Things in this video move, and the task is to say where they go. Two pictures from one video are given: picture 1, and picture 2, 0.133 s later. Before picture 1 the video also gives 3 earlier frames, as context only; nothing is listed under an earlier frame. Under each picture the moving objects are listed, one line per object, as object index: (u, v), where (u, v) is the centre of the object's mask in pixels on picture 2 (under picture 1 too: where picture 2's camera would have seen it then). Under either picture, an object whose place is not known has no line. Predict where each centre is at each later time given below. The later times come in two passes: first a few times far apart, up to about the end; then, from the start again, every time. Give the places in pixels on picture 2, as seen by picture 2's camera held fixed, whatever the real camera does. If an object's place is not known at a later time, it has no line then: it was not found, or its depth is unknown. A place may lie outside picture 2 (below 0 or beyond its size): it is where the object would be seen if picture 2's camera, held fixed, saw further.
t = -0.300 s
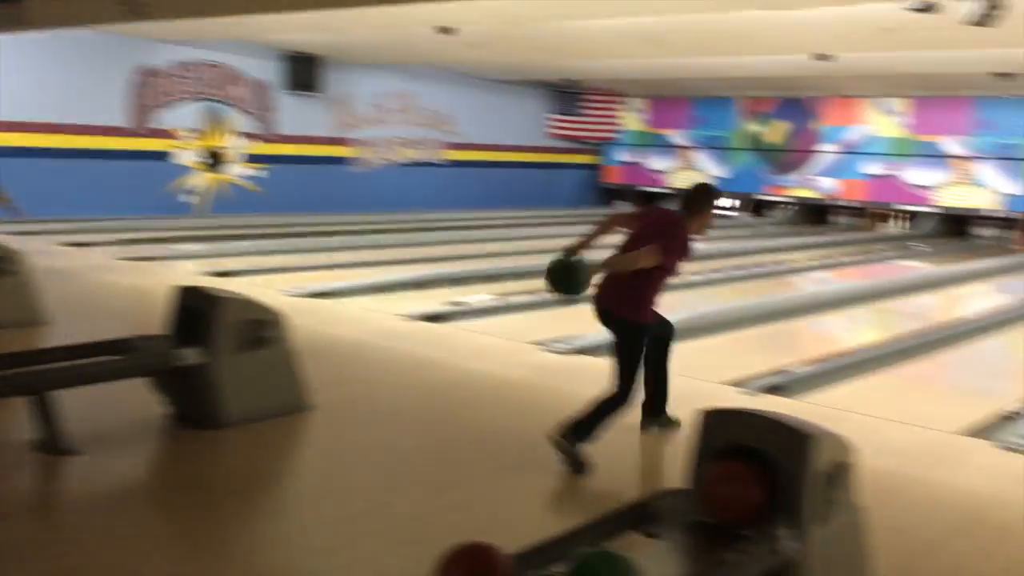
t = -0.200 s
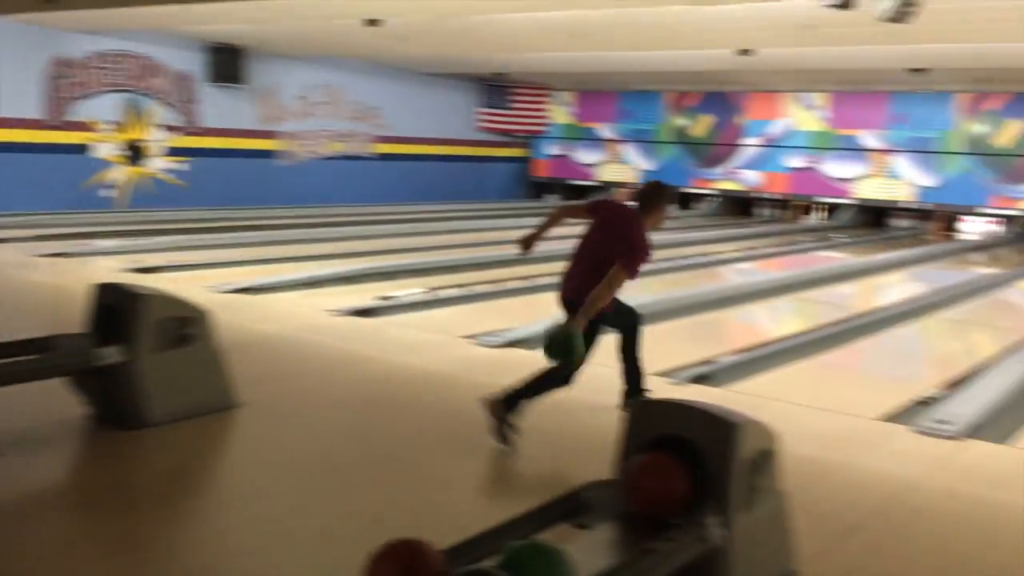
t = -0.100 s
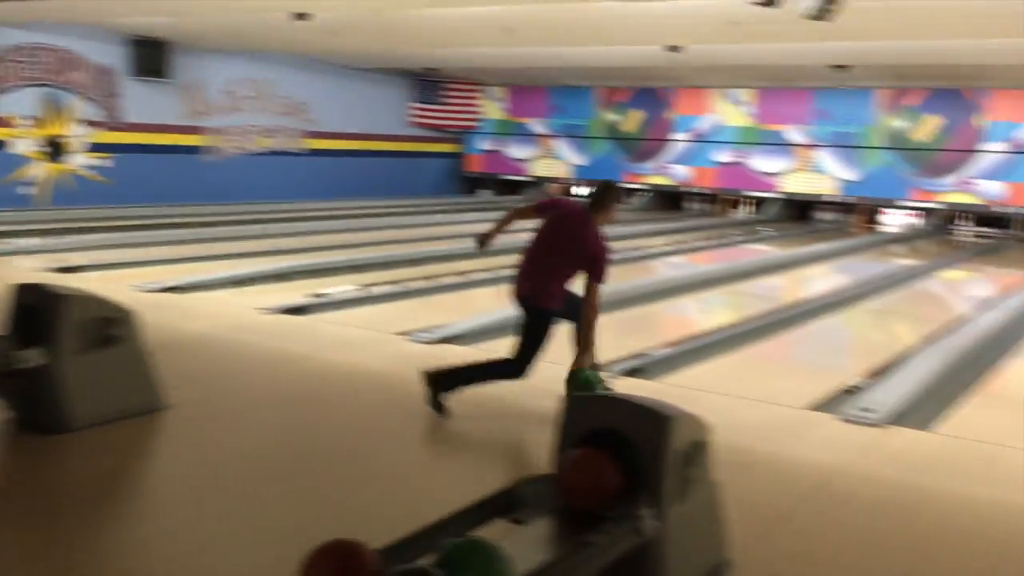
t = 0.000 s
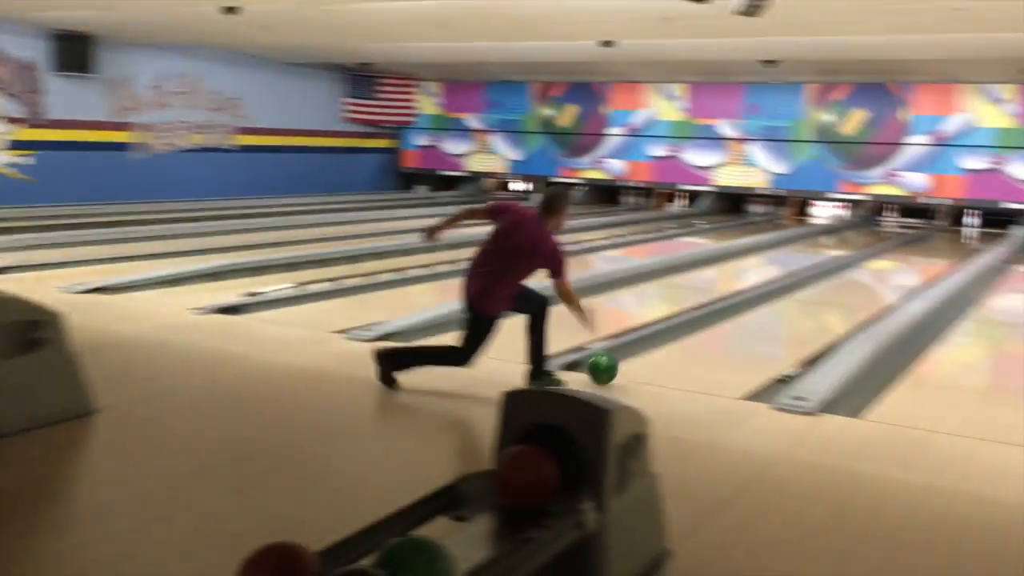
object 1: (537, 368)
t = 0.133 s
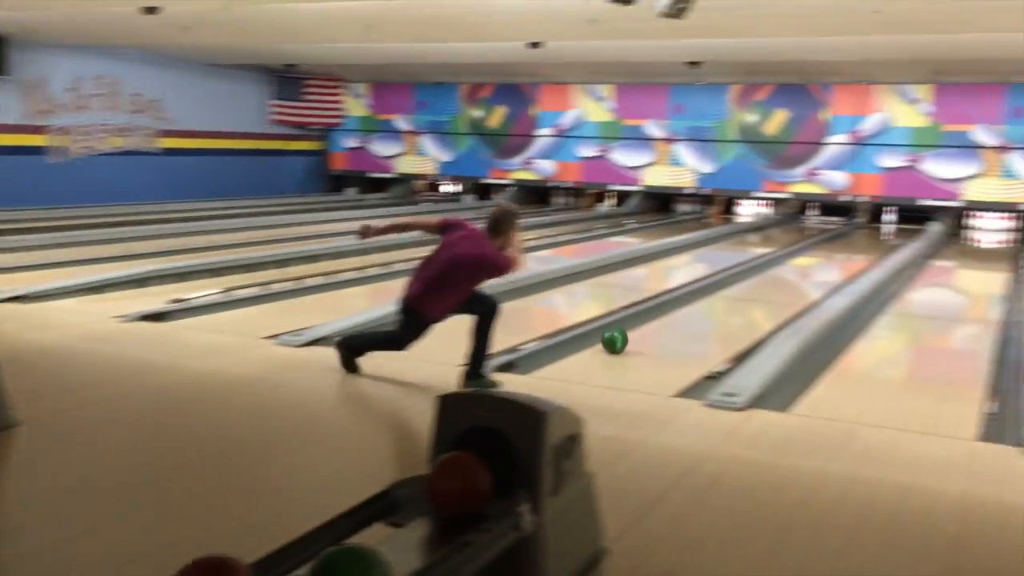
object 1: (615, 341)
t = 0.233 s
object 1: (660, 324)
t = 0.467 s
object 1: (737, 293)
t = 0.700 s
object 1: (790, 272)
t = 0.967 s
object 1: (833, 255)
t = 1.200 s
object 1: (862, 243)
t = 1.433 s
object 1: (884, 236)
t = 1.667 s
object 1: (899, 228)
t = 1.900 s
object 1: (915, 221)
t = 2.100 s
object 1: (922, 222)
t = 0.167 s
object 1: (630, 335)
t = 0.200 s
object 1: (645, 329)
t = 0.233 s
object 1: (660, 324)
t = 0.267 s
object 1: (673, 318)
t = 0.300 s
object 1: (685, 314)
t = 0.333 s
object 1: (697, 309)
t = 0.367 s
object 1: (707, 304)
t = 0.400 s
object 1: (718, 301)
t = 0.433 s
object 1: (728, 296)
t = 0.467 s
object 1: (737, 293)
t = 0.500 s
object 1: (746, 289)
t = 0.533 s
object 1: (754, 286)
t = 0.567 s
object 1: (762, 283)
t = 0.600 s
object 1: (770, 280)
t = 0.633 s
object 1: (776, 277)
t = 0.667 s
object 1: (783, 274)
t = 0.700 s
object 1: (790, 272)
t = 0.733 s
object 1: (796, 269)
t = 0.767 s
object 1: (802, 267)
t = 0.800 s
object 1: (808, 264)
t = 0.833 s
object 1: (813, 262)
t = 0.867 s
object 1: (819, 260)
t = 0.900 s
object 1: (824, 259)
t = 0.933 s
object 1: (829, 257)
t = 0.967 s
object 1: (833, 255)
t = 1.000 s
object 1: (838, 253)
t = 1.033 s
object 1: (842, 251)
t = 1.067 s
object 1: (846, 250)
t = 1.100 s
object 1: (850, 249)
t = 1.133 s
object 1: (854, 247)
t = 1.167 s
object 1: (858, 245)
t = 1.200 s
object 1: (862, 243)
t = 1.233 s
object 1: (865, 242)
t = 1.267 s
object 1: (869, 241)
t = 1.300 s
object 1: (872, 240)
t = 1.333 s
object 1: (874, 239)
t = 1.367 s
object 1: (877, 238)
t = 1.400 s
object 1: (880, 237)
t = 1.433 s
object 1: (884, 236)
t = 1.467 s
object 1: (887, 234)
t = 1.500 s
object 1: (889, 233)
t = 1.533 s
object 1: (891, 232)
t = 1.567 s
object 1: (894, 232)
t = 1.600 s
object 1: (896, 230)
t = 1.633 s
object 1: (898, 229)
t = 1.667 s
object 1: (899, 228)
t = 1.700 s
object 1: (903, 226)
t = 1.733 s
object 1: (905, 226)
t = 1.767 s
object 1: (907, 225)
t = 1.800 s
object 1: (909, 224)
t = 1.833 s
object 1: (911, 223)
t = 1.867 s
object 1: (913, 223)
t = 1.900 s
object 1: (915, 221)
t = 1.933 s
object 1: (916, 221)
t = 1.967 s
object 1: (918, 221)
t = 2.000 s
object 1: (919, 220)
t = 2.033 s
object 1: (921, 219)
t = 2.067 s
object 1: (922, 220)
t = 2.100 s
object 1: (922, 222)
